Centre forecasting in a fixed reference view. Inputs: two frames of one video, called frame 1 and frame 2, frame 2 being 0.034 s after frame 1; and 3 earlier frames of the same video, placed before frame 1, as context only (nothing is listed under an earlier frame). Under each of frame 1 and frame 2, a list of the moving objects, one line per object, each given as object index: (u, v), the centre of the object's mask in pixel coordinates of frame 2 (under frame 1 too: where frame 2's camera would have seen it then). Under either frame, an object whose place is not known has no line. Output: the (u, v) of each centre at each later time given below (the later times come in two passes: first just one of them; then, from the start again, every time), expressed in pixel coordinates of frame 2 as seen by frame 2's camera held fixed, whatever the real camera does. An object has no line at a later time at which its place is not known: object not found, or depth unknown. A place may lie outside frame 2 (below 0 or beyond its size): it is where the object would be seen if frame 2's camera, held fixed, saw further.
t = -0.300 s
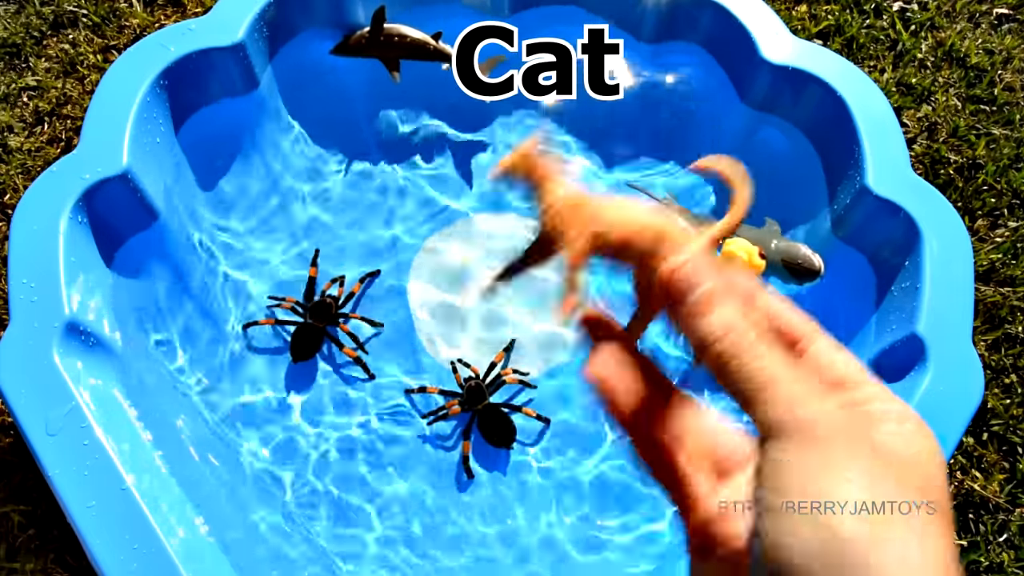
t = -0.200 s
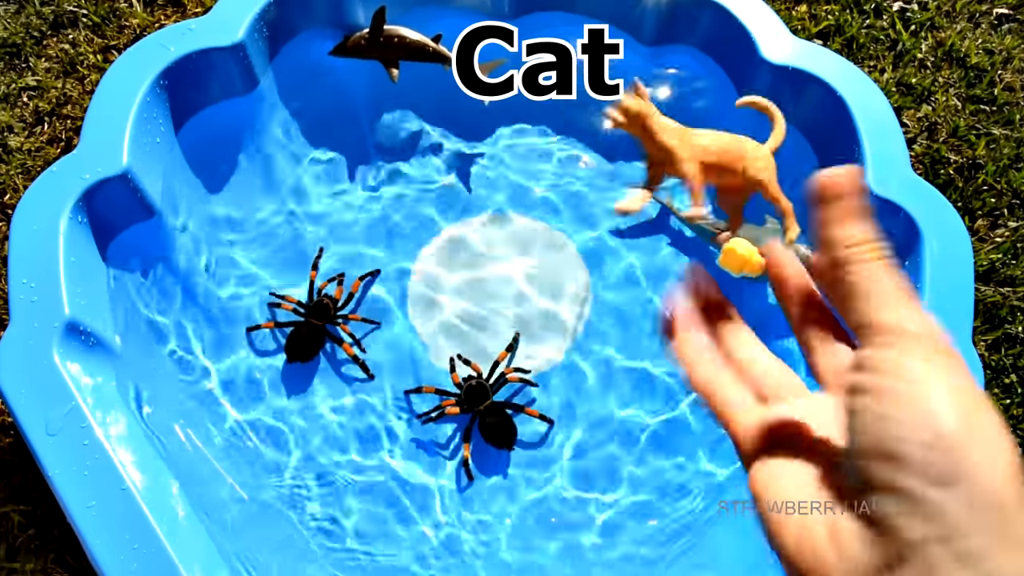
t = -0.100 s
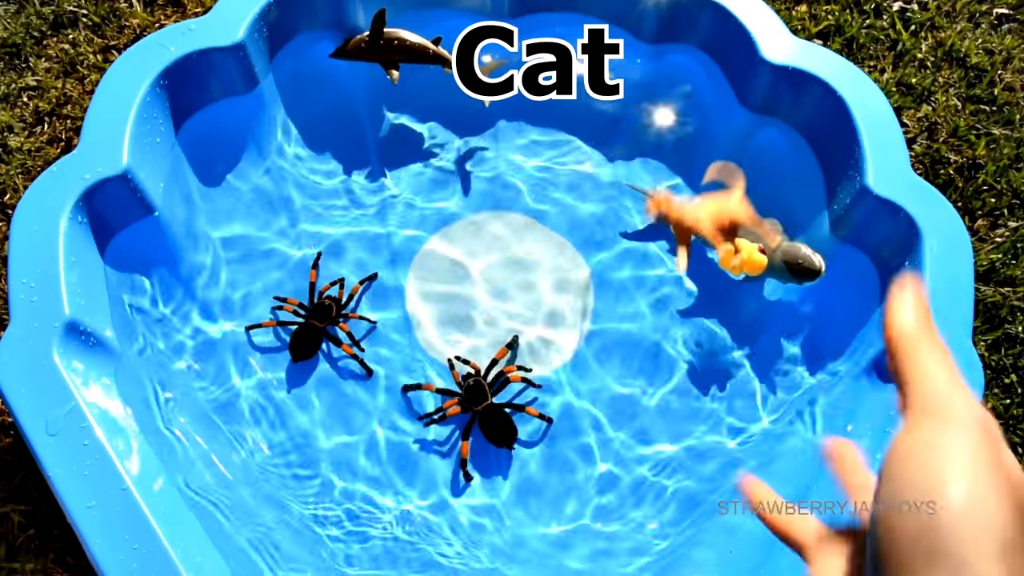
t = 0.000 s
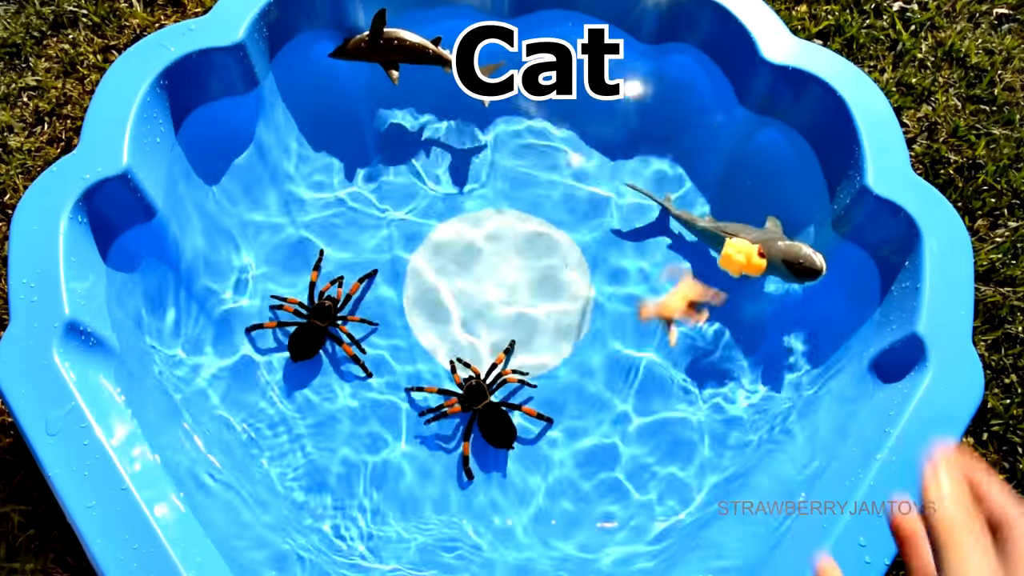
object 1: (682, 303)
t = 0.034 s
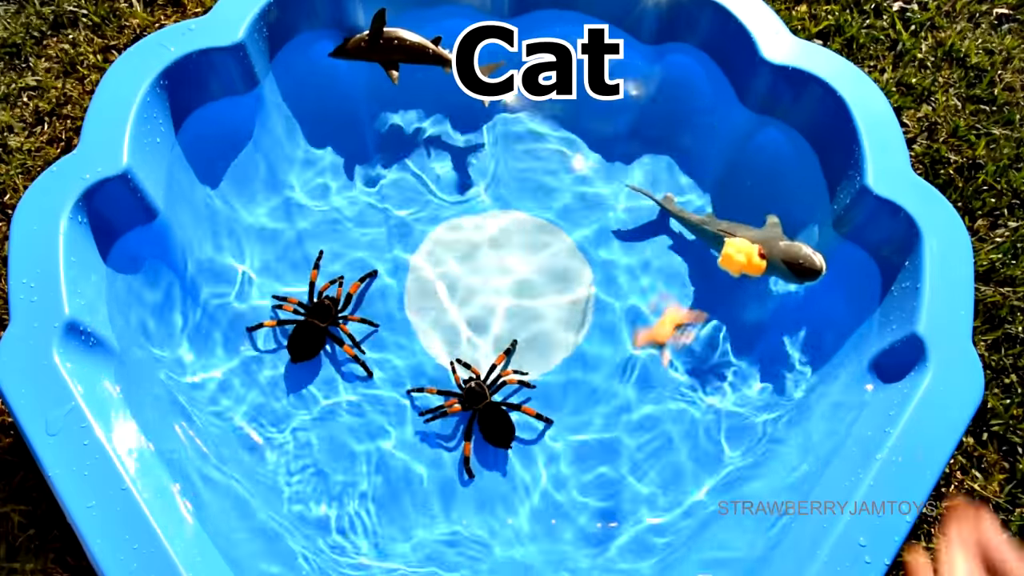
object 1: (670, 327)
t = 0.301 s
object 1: (622, 347)
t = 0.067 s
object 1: (657, 348)
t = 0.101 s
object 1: (655, 344)
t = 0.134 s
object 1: (654, 342)
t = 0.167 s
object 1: (647, 342)
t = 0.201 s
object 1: (639, 338)
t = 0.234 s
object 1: (630, 337)
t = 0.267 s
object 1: (626, 340)
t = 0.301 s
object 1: (622, 347)
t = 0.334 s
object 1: (619, 351)
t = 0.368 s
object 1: (614, 351)
